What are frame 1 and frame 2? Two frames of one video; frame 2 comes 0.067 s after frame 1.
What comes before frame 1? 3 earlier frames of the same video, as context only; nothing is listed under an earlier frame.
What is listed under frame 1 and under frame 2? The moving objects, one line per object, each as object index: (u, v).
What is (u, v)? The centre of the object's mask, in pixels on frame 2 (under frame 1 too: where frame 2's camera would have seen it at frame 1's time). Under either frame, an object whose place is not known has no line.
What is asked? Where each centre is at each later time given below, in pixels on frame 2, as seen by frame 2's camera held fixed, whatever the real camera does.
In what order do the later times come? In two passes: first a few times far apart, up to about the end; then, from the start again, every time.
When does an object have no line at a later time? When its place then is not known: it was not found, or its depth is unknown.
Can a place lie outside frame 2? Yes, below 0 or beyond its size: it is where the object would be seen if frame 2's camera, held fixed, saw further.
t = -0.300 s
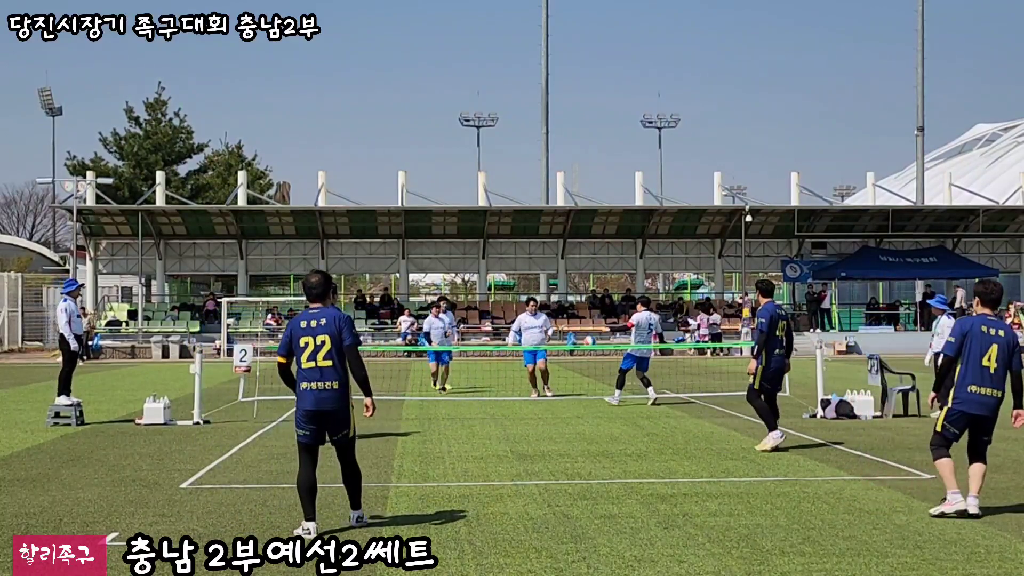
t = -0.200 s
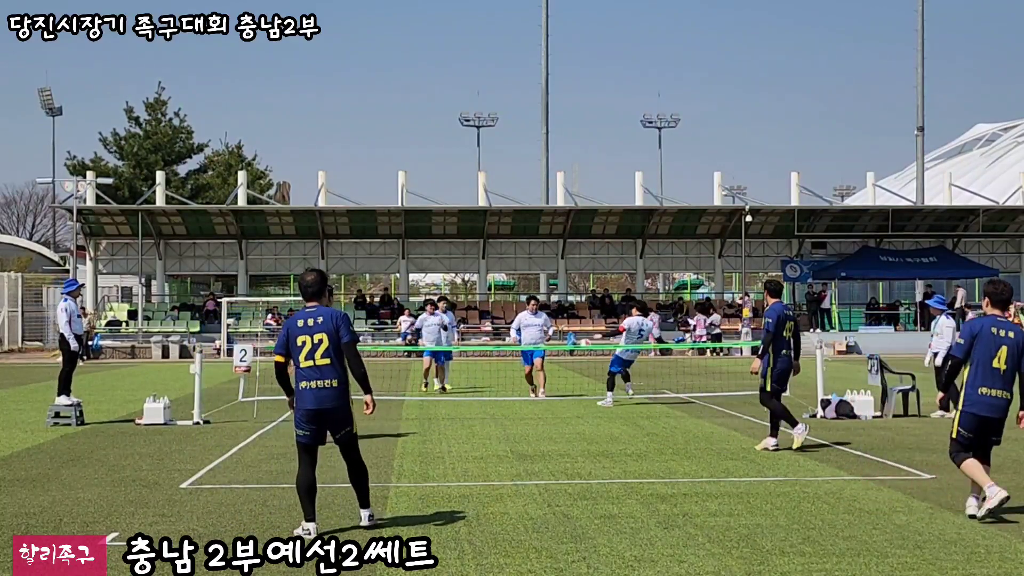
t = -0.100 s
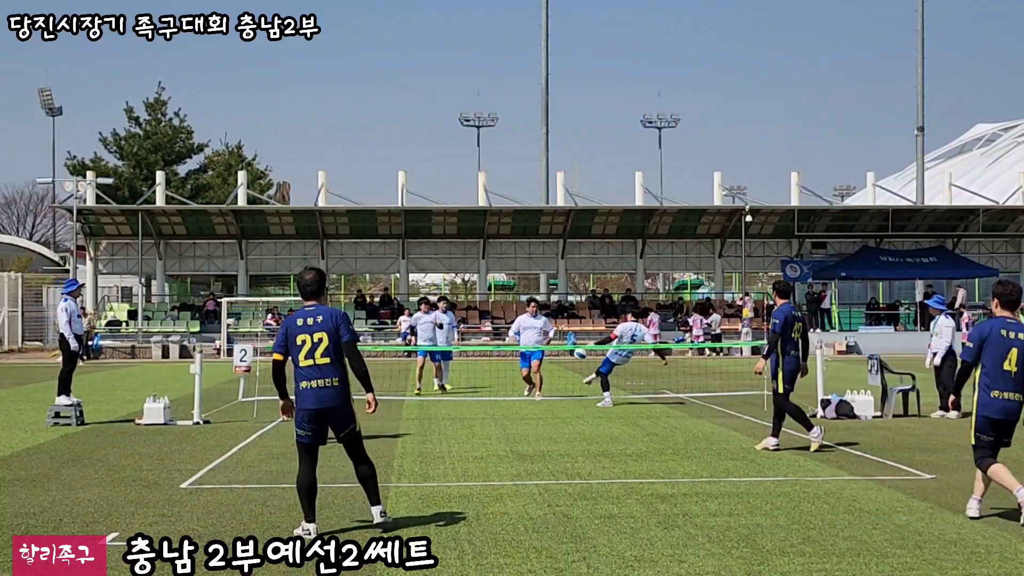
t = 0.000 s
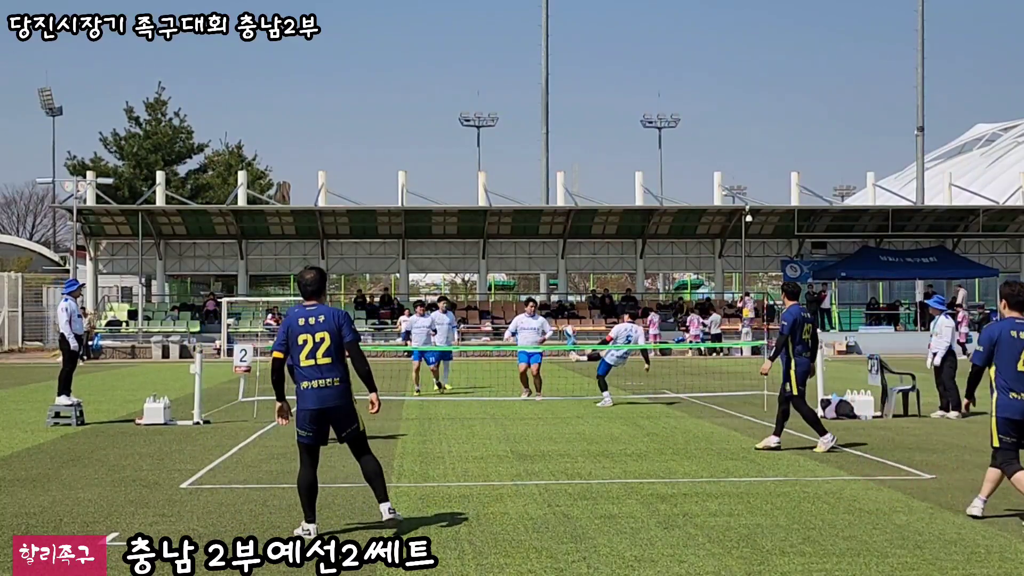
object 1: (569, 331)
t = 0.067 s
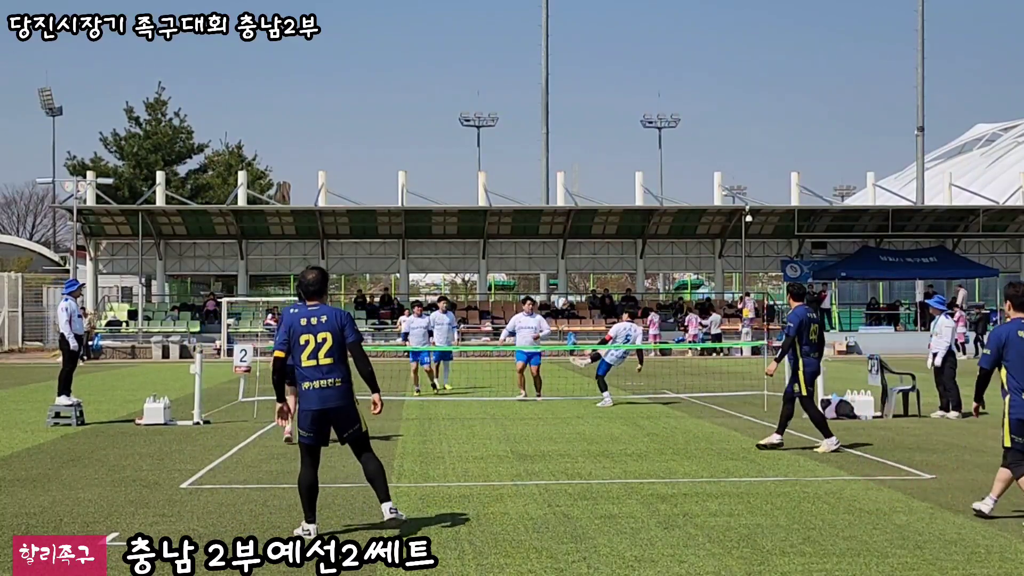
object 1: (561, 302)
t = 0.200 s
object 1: (543, 254)
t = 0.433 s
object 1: (512, 195)
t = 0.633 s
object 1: (486, 172)
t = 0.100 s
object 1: (557, 290)
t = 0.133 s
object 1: (552, 278)
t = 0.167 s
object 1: (548, 266)
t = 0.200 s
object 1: (543, 254)
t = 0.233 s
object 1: (539, 244)
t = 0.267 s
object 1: (534, 234)
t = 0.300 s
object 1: (530, 225)
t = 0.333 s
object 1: (525, 217)
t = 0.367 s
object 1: (520, 209)
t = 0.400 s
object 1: (517, 201)
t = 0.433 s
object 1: (512, 195)
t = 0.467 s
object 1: (507, 190)
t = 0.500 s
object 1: (503, 185)
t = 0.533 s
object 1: (499, 180)
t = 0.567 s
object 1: (495, 177)
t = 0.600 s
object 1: (491, 174)
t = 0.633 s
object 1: (486, 172)
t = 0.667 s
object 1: (481, 170)
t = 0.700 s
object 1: (477, 169)
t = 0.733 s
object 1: (472, 169)
